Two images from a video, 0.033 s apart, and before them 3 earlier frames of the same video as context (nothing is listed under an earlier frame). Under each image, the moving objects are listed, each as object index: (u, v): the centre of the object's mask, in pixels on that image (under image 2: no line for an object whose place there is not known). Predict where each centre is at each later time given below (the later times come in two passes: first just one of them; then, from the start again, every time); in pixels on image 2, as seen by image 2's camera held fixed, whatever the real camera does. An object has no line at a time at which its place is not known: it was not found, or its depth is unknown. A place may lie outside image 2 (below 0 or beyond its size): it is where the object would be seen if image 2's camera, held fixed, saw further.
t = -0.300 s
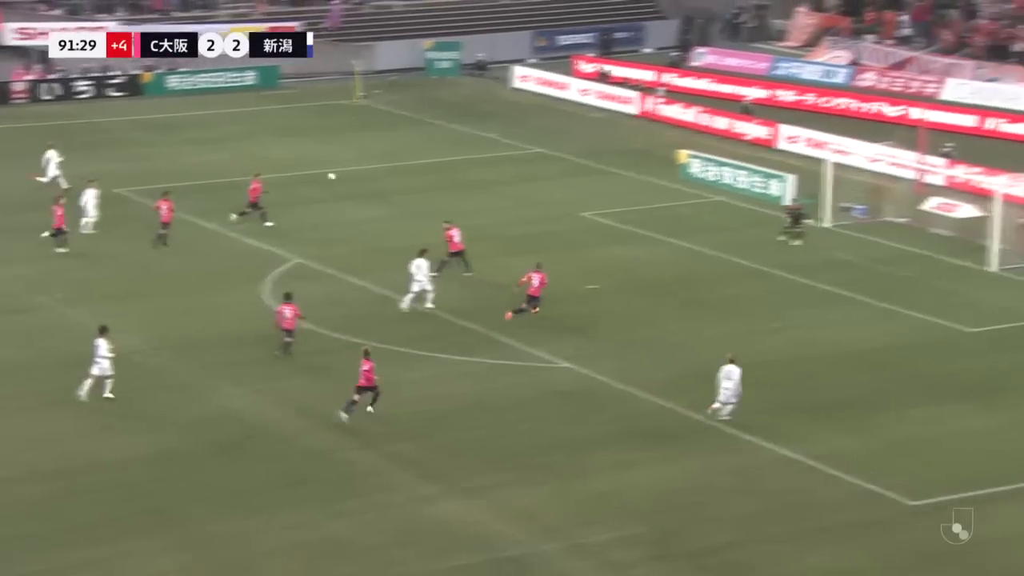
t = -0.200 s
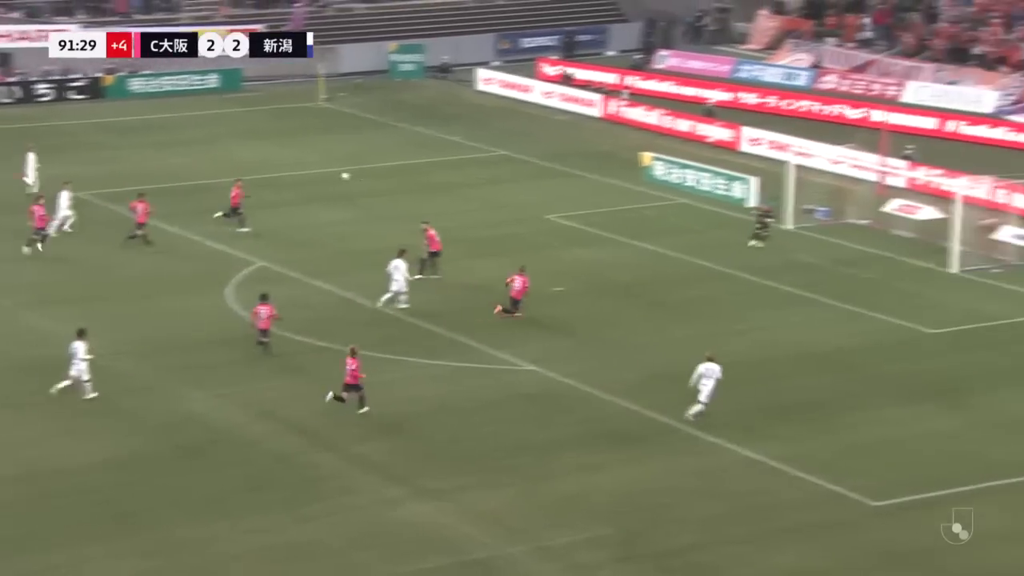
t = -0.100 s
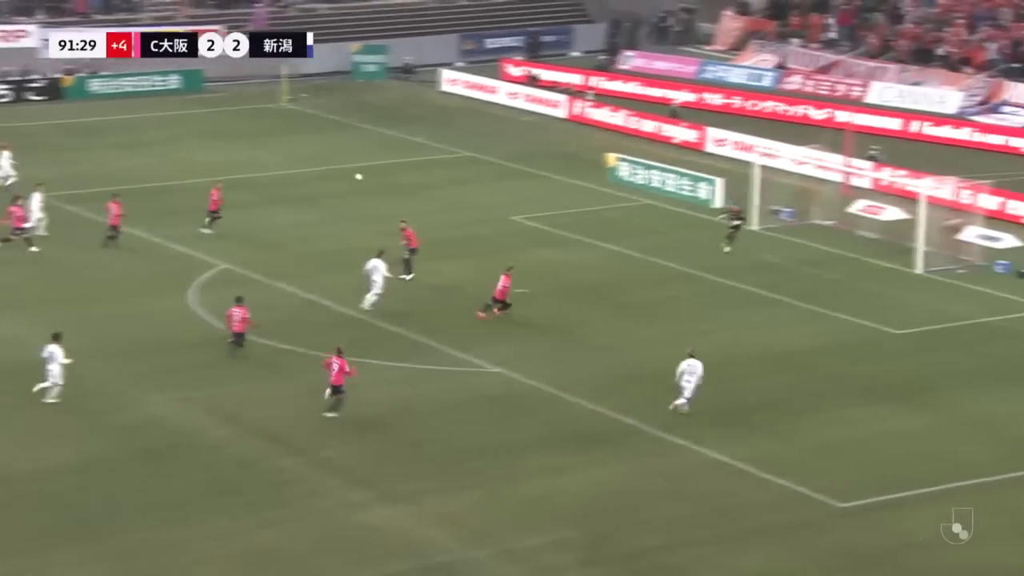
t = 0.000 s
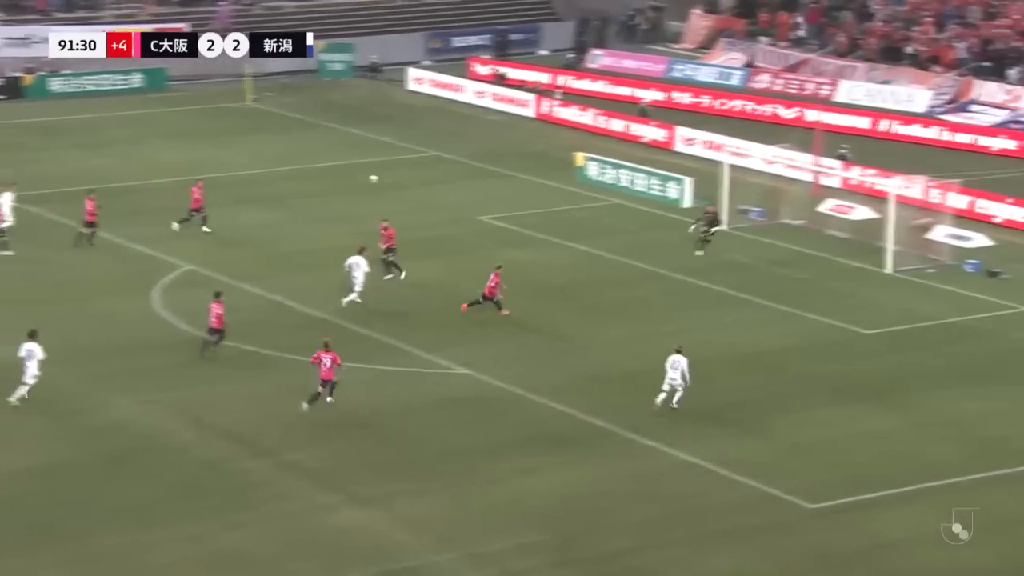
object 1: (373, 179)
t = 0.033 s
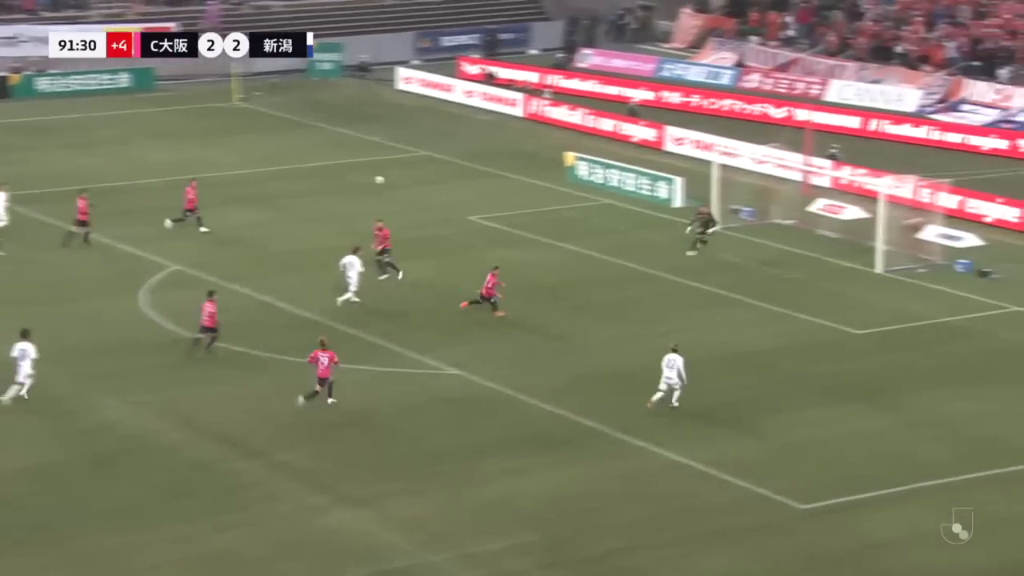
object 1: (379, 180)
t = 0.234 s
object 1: (470, 193)
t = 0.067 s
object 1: (394, 182)
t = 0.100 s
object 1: (409, 183)
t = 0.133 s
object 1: (429, 184)
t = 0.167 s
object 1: (441, 187)
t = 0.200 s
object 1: (455, 191)
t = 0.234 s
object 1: (470, 193)
